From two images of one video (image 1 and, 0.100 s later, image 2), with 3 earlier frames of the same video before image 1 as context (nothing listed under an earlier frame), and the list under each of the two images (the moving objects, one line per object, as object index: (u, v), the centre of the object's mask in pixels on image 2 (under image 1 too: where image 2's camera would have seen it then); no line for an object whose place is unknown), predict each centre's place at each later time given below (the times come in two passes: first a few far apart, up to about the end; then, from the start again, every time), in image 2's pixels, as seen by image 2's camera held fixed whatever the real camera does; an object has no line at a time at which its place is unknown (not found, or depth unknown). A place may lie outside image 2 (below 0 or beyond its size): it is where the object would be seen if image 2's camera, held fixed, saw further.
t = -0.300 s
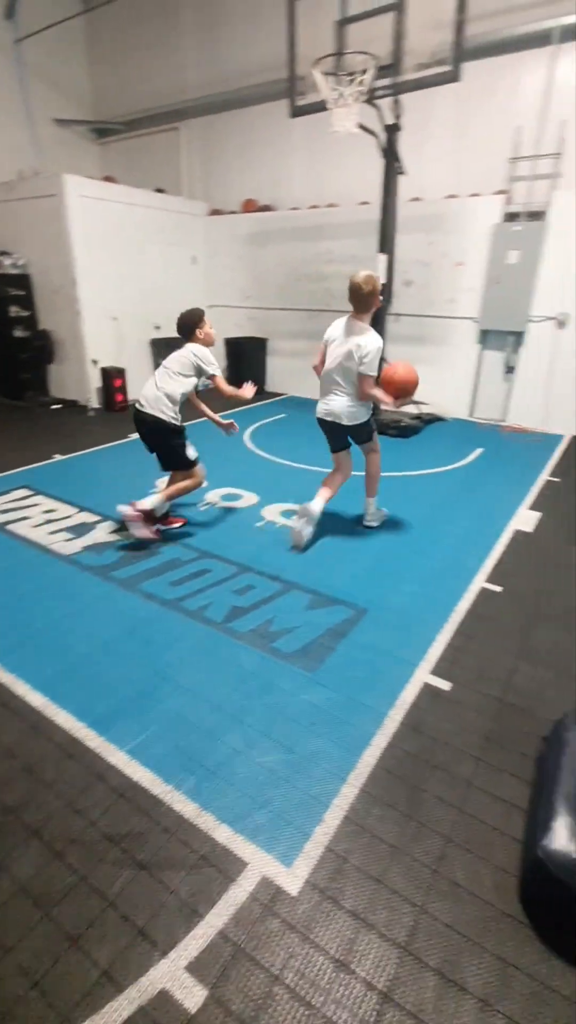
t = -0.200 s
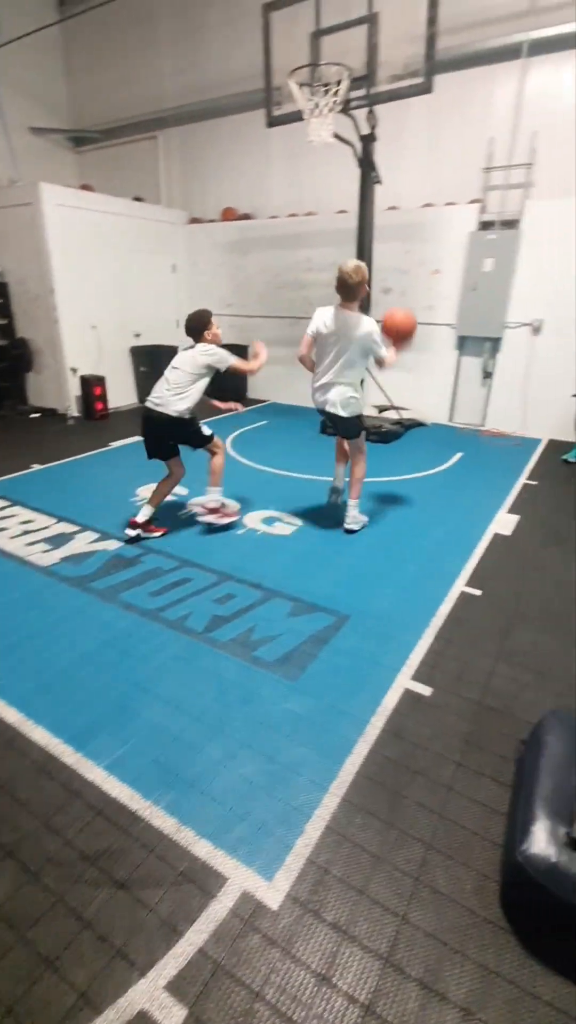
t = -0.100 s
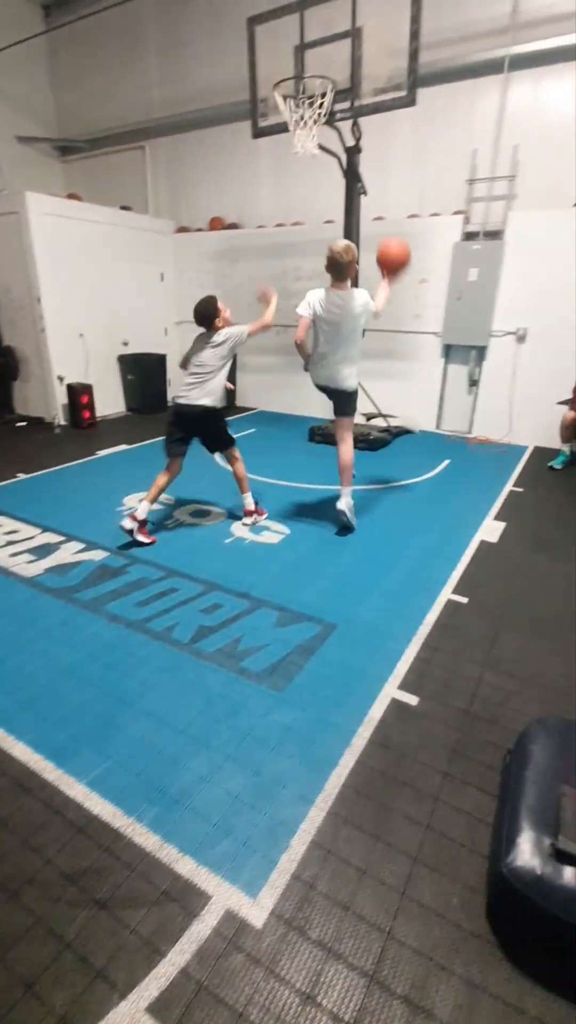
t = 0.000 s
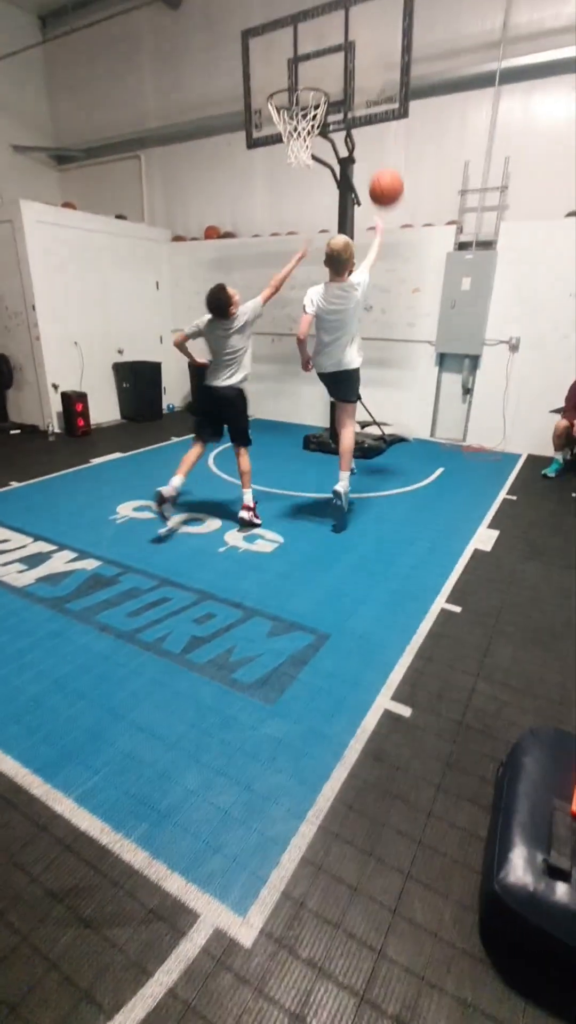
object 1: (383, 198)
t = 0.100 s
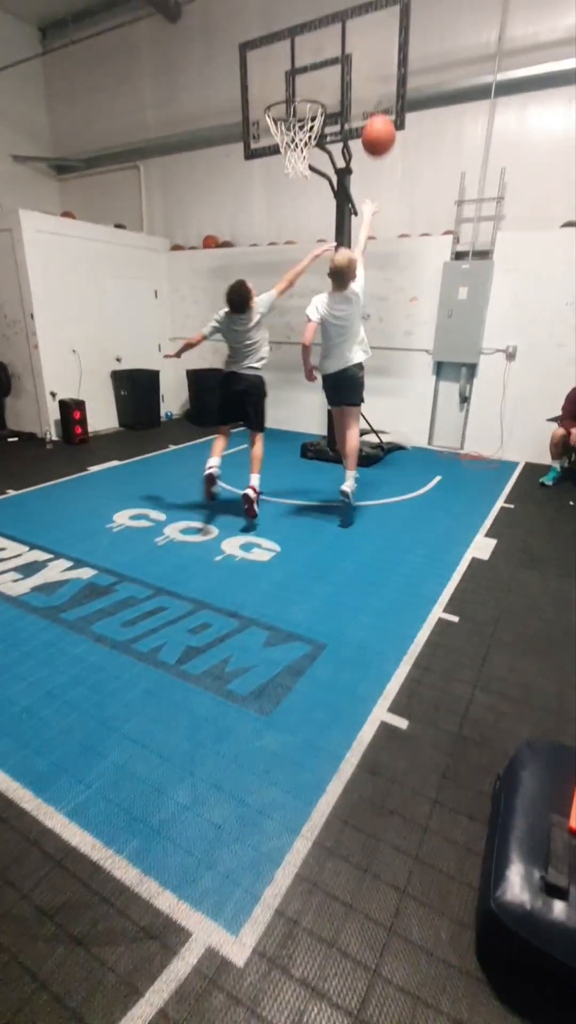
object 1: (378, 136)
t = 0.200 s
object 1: (374, 94)
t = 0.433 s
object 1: (354, 50)
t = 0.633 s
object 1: (314, 55)
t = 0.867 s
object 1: (281, 78)
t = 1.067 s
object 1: (264, 90)
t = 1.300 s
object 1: (247, 116)
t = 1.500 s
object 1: (234, 187)
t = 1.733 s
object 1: (221, 318)
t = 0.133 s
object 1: (377, 119)
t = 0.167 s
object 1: (376, 105)
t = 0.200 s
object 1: (374, 94)
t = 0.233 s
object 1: (372, 83)
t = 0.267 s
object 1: (370, 74)
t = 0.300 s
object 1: (368, 68)
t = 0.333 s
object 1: (366, 64)
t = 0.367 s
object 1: (364, 61)
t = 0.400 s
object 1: (360, 55)
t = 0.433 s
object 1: (354, 50)
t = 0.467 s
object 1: (348, 47)
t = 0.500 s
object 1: (341, 44)
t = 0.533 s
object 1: (335, 44)
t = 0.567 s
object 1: (328, 46)
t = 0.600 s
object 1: (322, 50)
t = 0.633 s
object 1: (314, 55)
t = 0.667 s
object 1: (307, 62)
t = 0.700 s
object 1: (301, 71)
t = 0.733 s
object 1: (294, 82)
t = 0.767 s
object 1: (291, 83)
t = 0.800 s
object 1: (287, 82)
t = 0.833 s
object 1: (284, 80)
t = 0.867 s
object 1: (281, 78)
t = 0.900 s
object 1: (278, 79)
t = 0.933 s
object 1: (275, 81)
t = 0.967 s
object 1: (272, 85)
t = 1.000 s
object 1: (268, 90)
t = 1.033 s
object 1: (266, 90)
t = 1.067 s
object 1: (264, 90)
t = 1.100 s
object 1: (262, 90)
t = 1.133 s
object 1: (260, 92)
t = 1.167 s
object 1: (258, 95)
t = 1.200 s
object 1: (255, 99)
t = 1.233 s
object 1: (253, 103)
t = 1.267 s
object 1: (250, 109)
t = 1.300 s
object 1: (247, 116)
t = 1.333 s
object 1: (244, 124)
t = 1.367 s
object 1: (242, 135)
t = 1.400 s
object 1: (239, 146)
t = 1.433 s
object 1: (236, 158)
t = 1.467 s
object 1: (236, 172)
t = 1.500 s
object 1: (234, 187)
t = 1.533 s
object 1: (232, 203)
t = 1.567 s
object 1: (230, 220)
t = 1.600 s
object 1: (228, 238)
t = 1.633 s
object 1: (226, 257)
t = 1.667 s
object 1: (224, 276)
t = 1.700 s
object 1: (223, 295)
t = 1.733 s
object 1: (221, 318)
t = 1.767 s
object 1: (218, 339)
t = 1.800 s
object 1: (218, 359)
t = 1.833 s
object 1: (216, 381)
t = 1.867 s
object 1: (215, 402)
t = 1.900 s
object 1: (213, 423)
